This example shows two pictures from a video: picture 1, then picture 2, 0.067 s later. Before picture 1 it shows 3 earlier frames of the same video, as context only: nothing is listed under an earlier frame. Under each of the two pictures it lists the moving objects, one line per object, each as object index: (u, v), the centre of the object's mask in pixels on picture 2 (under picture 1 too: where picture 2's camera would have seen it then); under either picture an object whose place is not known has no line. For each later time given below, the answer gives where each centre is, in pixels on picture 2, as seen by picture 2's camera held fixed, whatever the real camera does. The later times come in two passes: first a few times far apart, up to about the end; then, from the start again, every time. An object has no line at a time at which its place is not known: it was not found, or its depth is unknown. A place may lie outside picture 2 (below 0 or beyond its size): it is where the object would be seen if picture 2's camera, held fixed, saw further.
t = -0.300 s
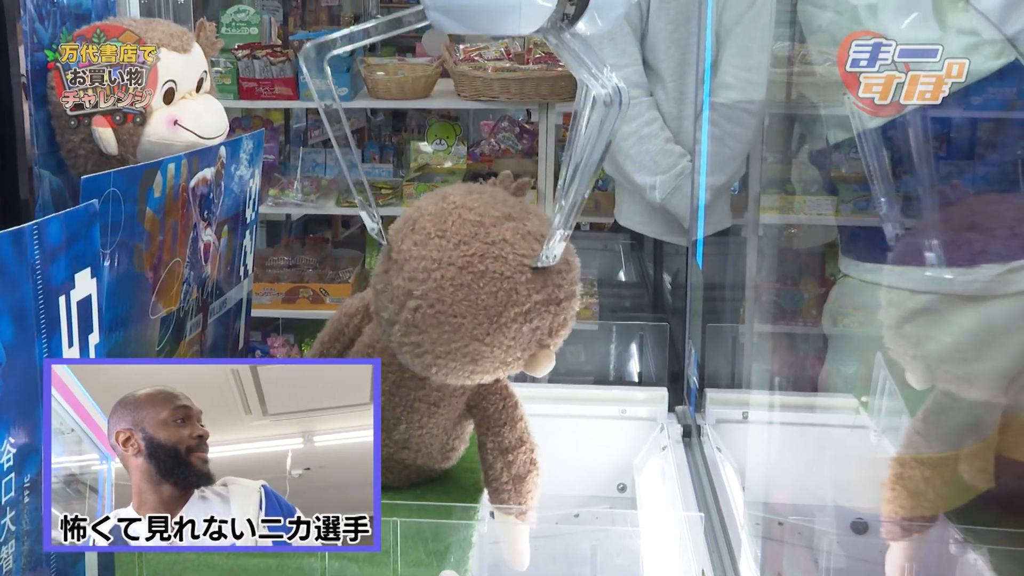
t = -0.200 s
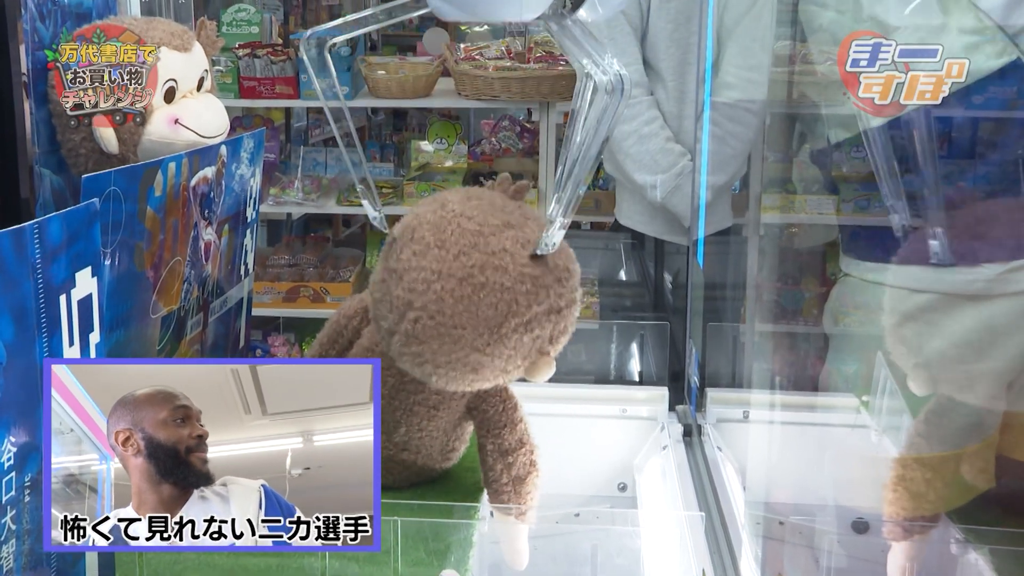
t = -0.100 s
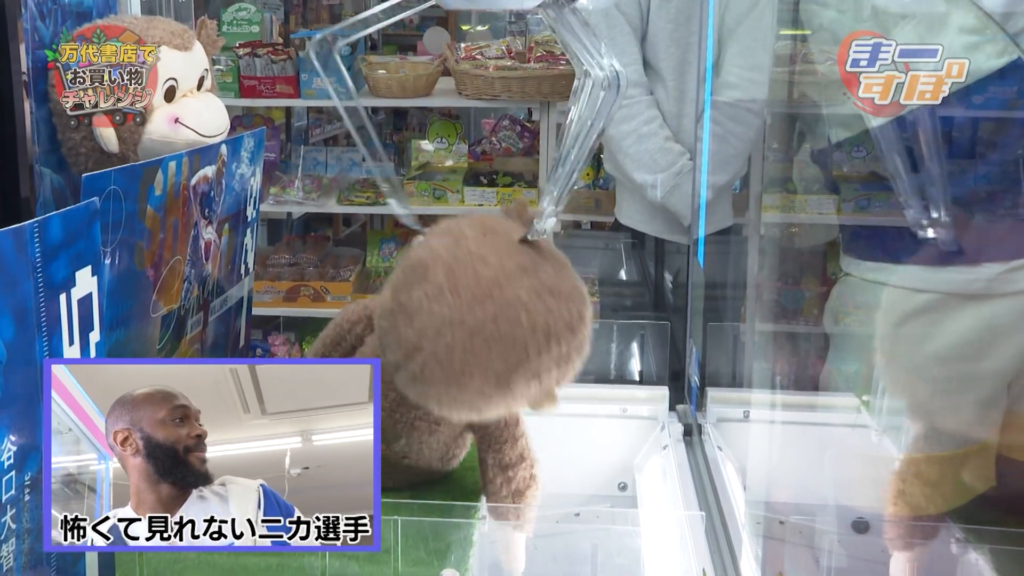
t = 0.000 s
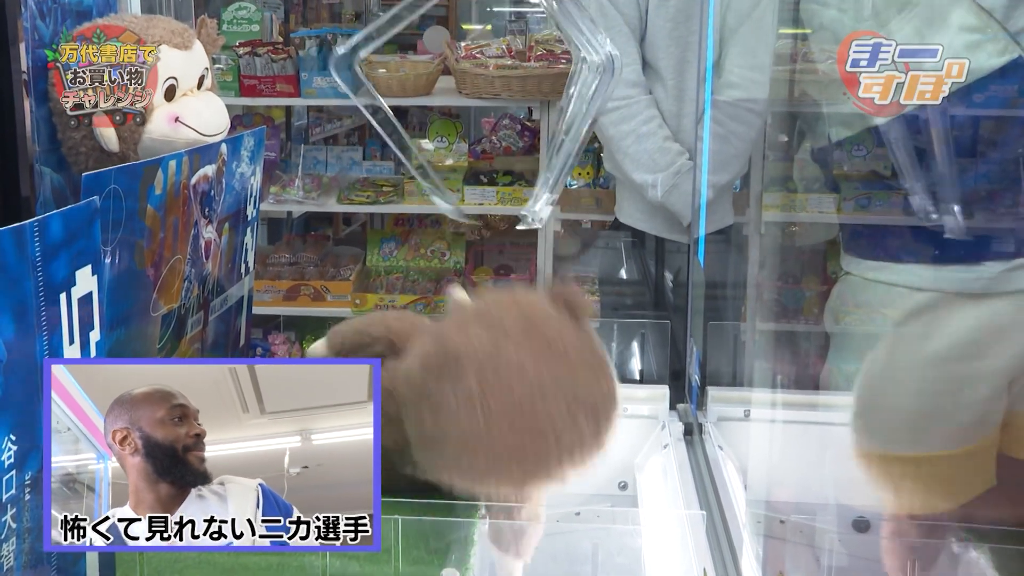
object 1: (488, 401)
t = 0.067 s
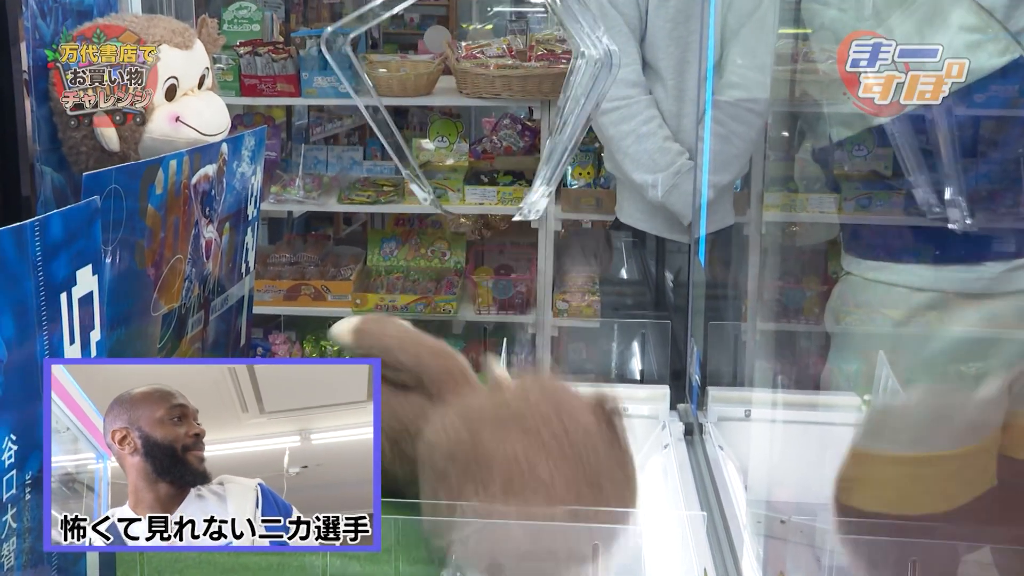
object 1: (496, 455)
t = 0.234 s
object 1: (523, 443)
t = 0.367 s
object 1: (544, 455)
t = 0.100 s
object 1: (497, 466)
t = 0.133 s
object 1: (502, 462)
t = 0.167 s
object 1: (511, 453)
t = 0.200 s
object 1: (522, 449)
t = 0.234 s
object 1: (523, 443)
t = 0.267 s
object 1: (538, 449)
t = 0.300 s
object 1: (543, 452)
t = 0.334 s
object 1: (544, 454)
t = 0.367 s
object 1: (544, 455)
